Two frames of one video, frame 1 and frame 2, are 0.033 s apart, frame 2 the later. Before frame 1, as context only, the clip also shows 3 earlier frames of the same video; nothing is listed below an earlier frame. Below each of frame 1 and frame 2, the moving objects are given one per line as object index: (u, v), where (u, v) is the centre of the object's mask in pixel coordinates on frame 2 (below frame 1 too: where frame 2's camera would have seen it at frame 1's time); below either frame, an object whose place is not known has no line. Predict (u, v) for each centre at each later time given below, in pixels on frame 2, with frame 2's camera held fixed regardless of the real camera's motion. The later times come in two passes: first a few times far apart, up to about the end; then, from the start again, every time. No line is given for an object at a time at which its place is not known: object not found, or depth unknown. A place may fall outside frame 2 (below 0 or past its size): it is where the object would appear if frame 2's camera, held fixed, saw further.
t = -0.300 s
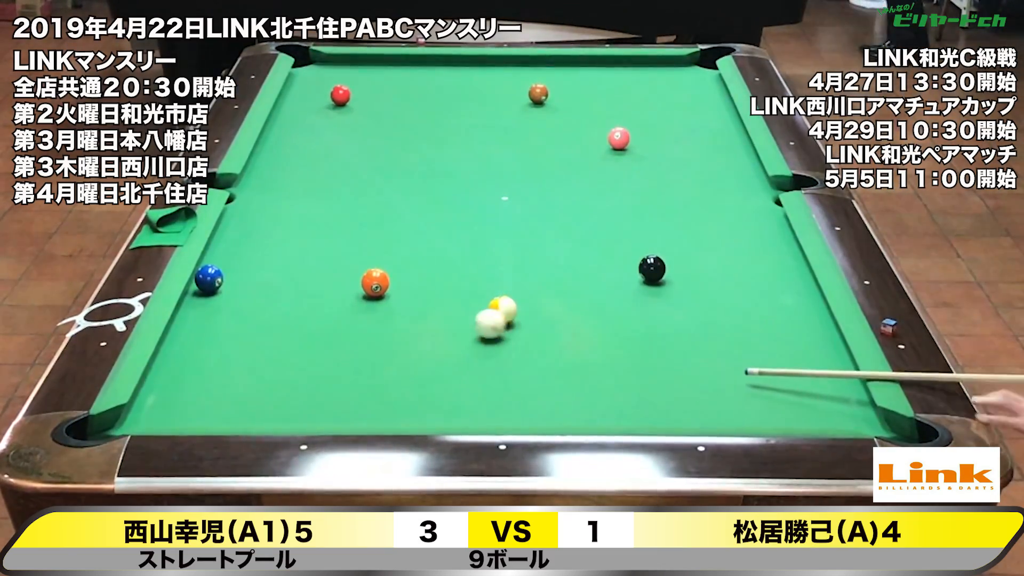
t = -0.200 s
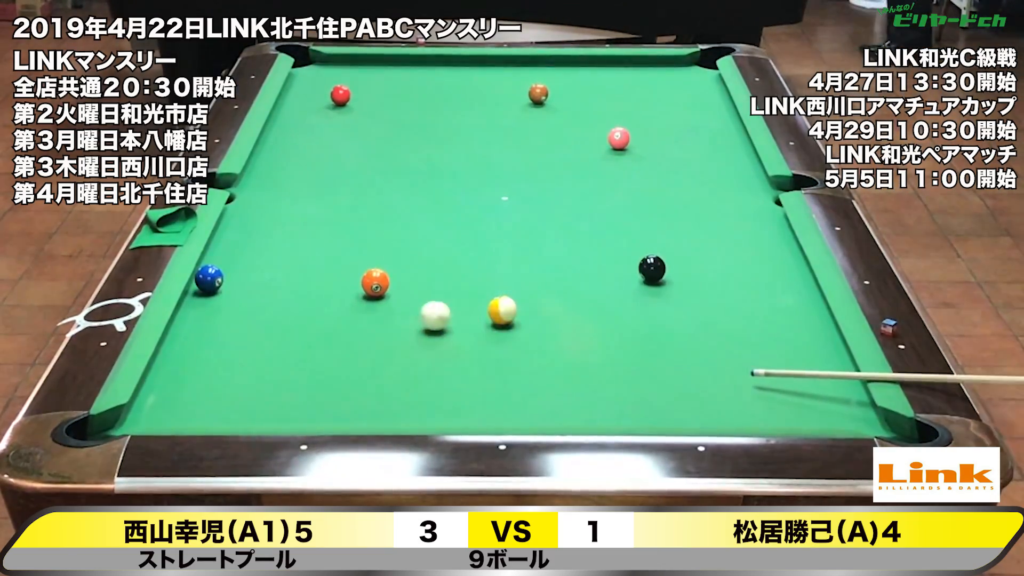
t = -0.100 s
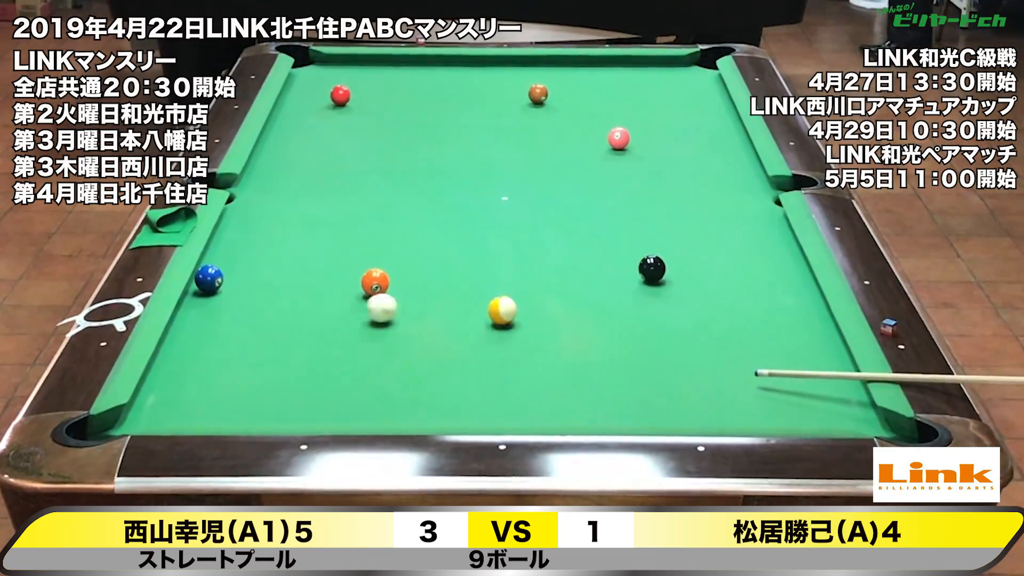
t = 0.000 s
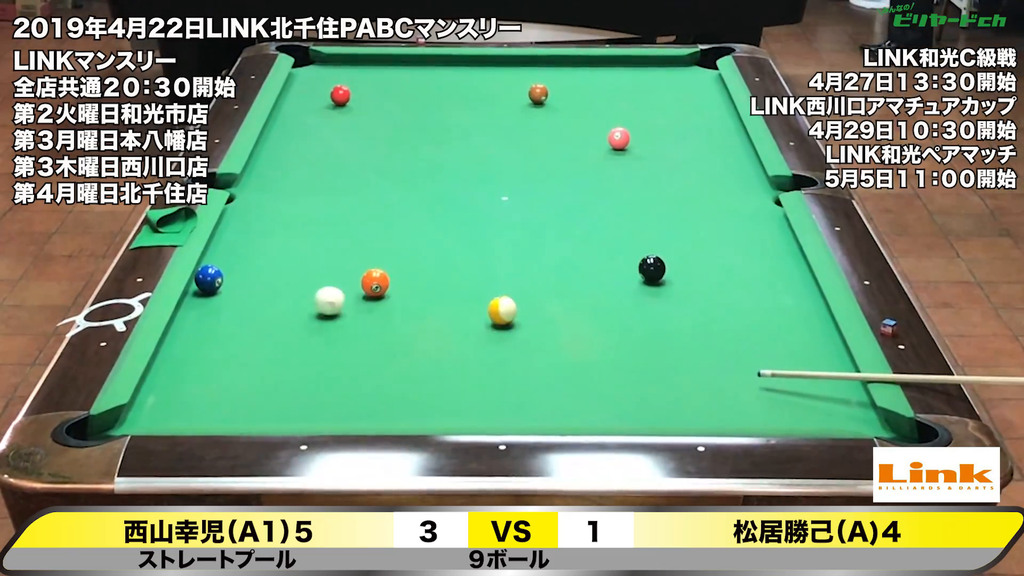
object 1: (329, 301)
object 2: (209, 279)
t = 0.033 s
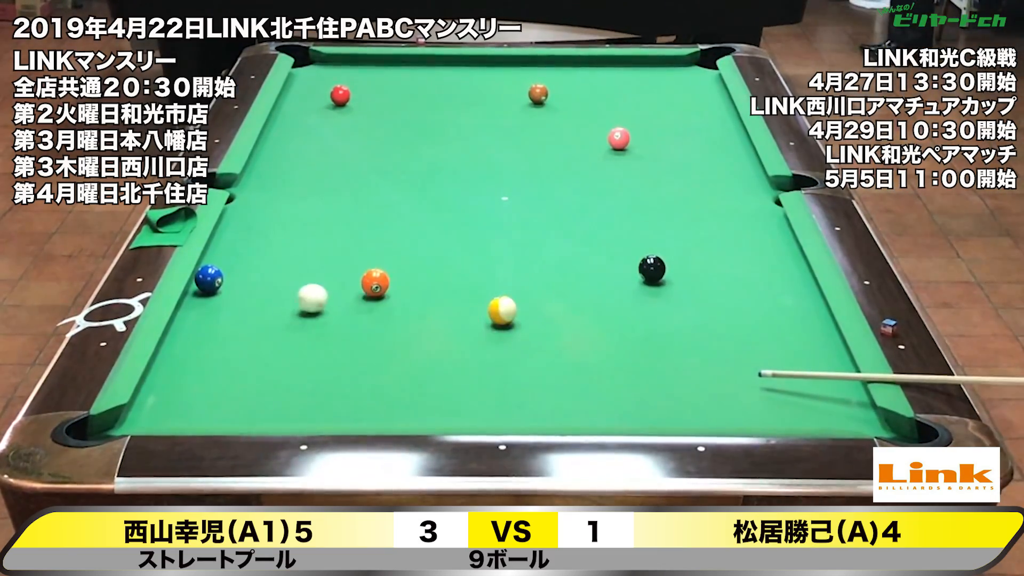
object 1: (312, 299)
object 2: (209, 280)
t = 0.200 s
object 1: (229, 287)
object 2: (207, 279)
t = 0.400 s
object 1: (205, 294)
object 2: (235, 270)
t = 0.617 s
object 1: (232, 303)
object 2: (272, 260)
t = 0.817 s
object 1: (256, 312)
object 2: (302, 253)
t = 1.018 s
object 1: (279, 320)
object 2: (332, 246)
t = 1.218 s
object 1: (303, 328)
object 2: (359, 239)
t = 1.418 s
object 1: (325, 336)
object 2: (384, 233)
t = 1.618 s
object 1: (347, 344)
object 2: (408, 227)
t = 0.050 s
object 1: (304, 297)
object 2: (209, 280)
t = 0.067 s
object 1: (296, 296)
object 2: (209, 279)
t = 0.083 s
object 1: (287, 295)
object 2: (209, 279)
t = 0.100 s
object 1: (279, 293)
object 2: (209, 279)
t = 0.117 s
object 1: (270, 292)
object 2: (209, 279)
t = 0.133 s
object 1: (262, 291)
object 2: (209, 279)
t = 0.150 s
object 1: (254, 290)
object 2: (209, 279)
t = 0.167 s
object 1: (245, 289)
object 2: (209, 279)
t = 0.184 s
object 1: (237, 288)
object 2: (209, 279)
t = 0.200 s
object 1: (229, 287)
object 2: (207, 279)
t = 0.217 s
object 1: (224, 286)
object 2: (203, 277)
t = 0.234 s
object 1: (221, 287)
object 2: (203, 276)
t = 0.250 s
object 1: (217, 288)
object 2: (206, 272)
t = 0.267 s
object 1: (214, 289)
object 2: (212, 270)
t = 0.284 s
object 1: (210, 289)
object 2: (217, 270)
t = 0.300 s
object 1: (206, 290)
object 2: (220, 271)
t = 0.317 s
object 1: (202, 290)
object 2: (222, 273)
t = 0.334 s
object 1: (198, 291)
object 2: (224, 272)
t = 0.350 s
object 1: (199, 292)
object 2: (227, 272)
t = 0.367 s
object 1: (200, 293)
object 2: (230, 271)
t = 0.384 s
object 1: (203, 294)
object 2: (233, 270)
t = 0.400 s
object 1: (205, 294)
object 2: (235, 270)
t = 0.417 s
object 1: (207, 295)
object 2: (238, 269)
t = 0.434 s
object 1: (209, 296)
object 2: (241, 268)
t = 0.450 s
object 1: (211, 296)
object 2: (244, 267)
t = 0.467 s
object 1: (213, 297)
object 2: (247, 267)
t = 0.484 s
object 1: (215, 298)
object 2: (250, 266)
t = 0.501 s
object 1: (217, 299)
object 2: (253, 265)
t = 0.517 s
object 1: (219, 299)
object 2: (255, 265)
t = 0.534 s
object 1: (221, 300)
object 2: (258, 264)
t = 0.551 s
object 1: (223, 300)
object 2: (261, 263)
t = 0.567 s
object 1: (225, 301)
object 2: (263, 262)
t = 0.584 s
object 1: (227, 302)
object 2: (266, 262)
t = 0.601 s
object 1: (229, 302)
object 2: (269, 261)
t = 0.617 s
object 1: (232, 303)
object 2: (272, 260)
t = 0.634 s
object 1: (234, 304)
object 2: (274, 260)
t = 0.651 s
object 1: (236, 305)
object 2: (277, 259)
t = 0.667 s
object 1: (238, 306)
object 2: (279, 259)
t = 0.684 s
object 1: (240, 306)
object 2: (282, 258)
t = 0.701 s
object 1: (242, 307)
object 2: (285, 257)
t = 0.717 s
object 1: (244, 308)
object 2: (287, 257)
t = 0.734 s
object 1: (246, 308)
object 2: (290, 256)
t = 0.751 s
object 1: (248, 309)
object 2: (292, 255)
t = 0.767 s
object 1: (250, 310)
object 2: (295, 255)
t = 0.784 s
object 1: (252, 310)
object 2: (297, 254)
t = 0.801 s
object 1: (253, 311)
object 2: (300, 254)
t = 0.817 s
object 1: (256, 312)
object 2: (302, 253)
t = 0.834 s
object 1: (258, 313)
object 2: (305, 253)
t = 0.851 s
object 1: (260, 313)
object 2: (308, 252)
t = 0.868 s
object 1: (262, 314)
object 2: (310, 251)
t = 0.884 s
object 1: (264, 315)
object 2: (312, 251)
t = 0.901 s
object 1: (266, 315)
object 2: (315, 250)
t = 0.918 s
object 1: (268, 316)
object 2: (317, 249)
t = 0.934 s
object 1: (270, 317)
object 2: (319, 249)
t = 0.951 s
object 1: (272, 318)
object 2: (322, 248)
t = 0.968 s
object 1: (274, 318)
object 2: (325, 248)
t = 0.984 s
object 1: (275, 319)
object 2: (327, 247)
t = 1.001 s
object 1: (277, 319)
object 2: (329, 246)
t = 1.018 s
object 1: (279, 320)
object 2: (332, 246)
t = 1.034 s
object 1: (281, 321)
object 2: (334, 245)
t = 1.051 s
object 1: (283, 321)
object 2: (336, 245)
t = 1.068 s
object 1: (285, 322)
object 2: (339, 244)
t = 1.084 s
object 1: (287, 323)
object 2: (341, 244)
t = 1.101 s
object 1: (289, 323)
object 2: (343, 243)
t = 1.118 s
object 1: (291, 324)
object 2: (345, 242)
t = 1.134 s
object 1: (293, 325)
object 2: (348, 242)
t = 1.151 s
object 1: (295, 325)
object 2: (350, 241)
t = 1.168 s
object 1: (297, 326)
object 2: (352, 241)
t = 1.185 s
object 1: (299, 327)
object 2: (354, 240)
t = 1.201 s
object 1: (301, 327)
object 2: (357, 240)
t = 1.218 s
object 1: (303, 328)
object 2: (359, 239)
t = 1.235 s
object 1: (305, 328)
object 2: (361, 239)
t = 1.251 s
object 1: (306, 329)
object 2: (363, 238)
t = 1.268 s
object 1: (309, 330)
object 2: (365, 238)
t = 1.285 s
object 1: (310, 331)
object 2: (368, 237)
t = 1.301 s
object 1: (312, 331)
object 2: (370, 237)
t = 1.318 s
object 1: (314, 332)
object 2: (372, 236)
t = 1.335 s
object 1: (316, 333)
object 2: (374, 236)
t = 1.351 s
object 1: (318, 333)
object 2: (376, 235)
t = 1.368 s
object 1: (320, 334)
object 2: (378, 235)
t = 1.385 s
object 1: (322, 335)
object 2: (380, 234)
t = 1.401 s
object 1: (324, 335)
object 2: (382, 233)
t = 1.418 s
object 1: (325, 336)
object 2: (384, 233)
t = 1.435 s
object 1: (327, 337)
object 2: (386, 233)
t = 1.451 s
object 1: (329, 337)
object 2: (388, 232)
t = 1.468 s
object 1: (331, 338)
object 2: (390, 232)
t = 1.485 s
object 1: (333, 338)
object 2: (392, 231)
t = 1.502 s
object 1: (335, 339)
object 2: (394, 231)
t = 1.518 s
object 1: (336, 340)
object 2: (396, 230)
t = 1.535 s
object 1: (338, 340)
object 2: (398, 230)
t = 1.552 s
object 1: (340, 341)
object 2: (400, 229)
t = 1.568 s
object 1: (342, 342)
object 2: (402, 229)
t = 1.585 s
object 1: (344, 342)
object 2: (404, 228)
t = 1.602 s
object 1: (346, 343)
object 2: (406, 228)
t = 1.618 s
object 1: (347, 344)
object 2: (408, 227)
